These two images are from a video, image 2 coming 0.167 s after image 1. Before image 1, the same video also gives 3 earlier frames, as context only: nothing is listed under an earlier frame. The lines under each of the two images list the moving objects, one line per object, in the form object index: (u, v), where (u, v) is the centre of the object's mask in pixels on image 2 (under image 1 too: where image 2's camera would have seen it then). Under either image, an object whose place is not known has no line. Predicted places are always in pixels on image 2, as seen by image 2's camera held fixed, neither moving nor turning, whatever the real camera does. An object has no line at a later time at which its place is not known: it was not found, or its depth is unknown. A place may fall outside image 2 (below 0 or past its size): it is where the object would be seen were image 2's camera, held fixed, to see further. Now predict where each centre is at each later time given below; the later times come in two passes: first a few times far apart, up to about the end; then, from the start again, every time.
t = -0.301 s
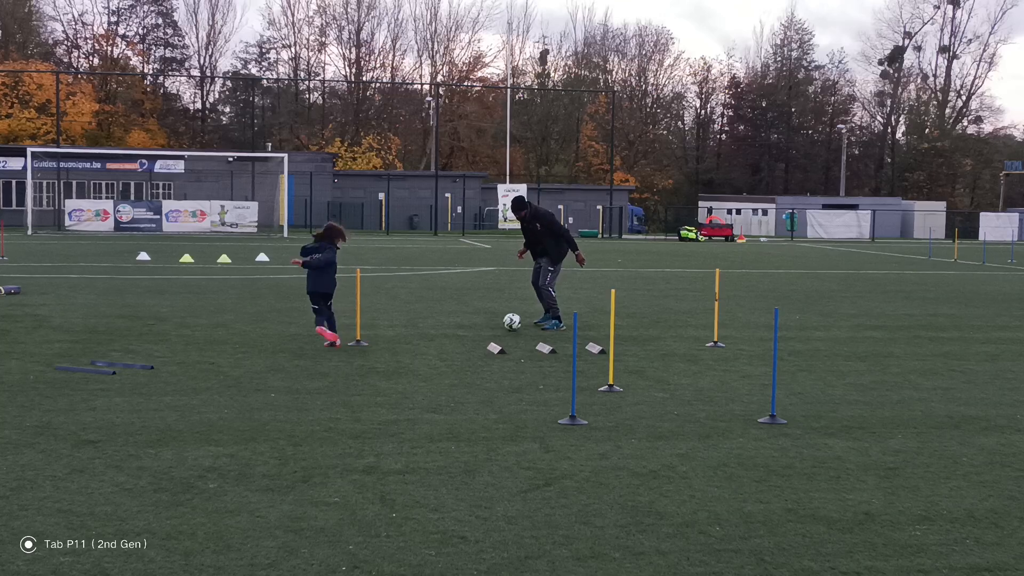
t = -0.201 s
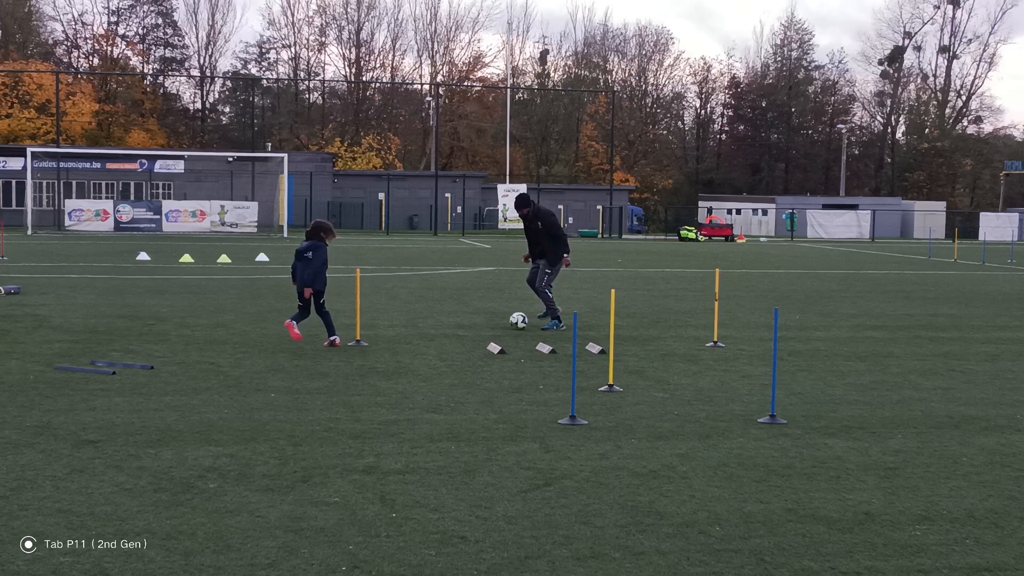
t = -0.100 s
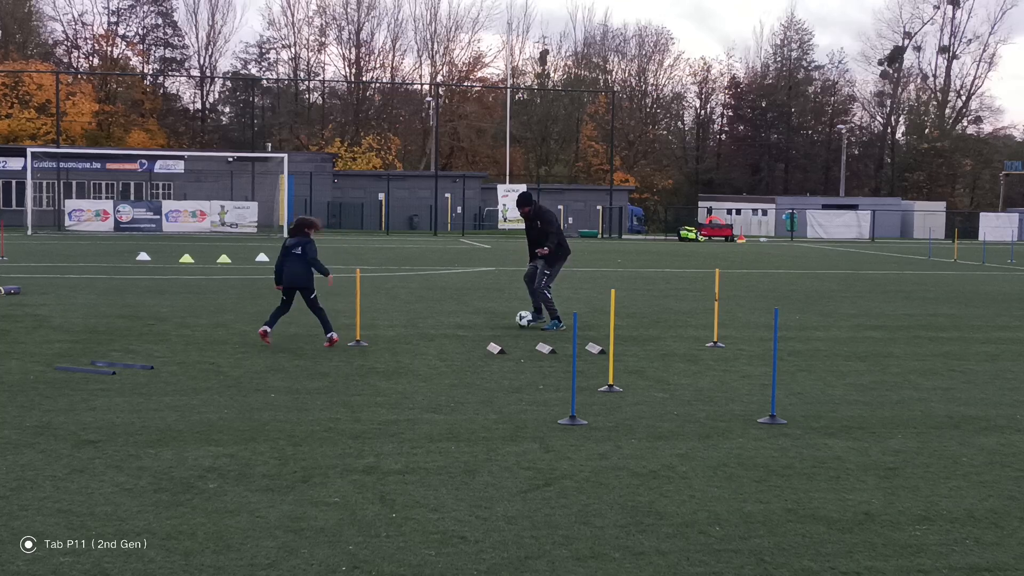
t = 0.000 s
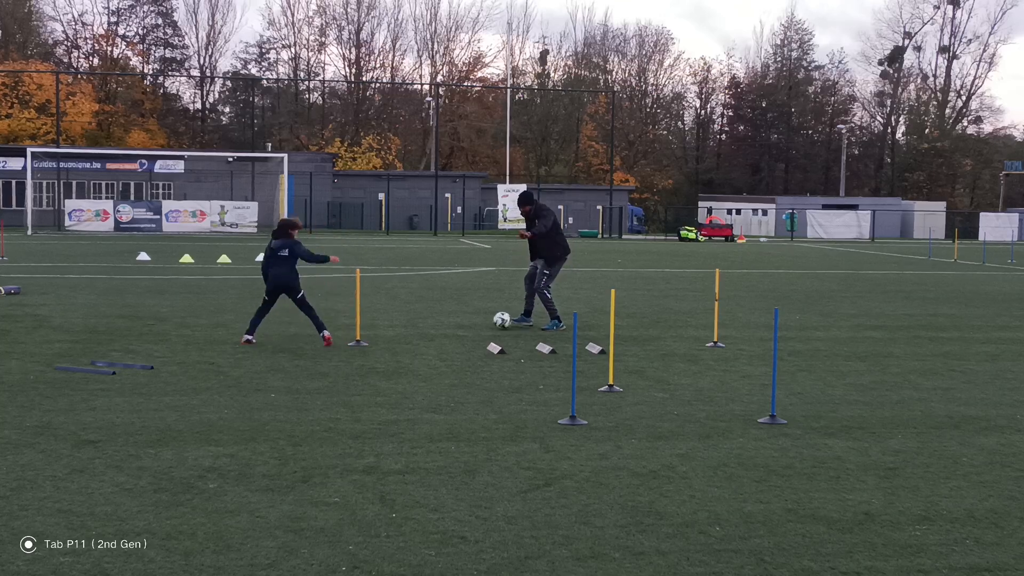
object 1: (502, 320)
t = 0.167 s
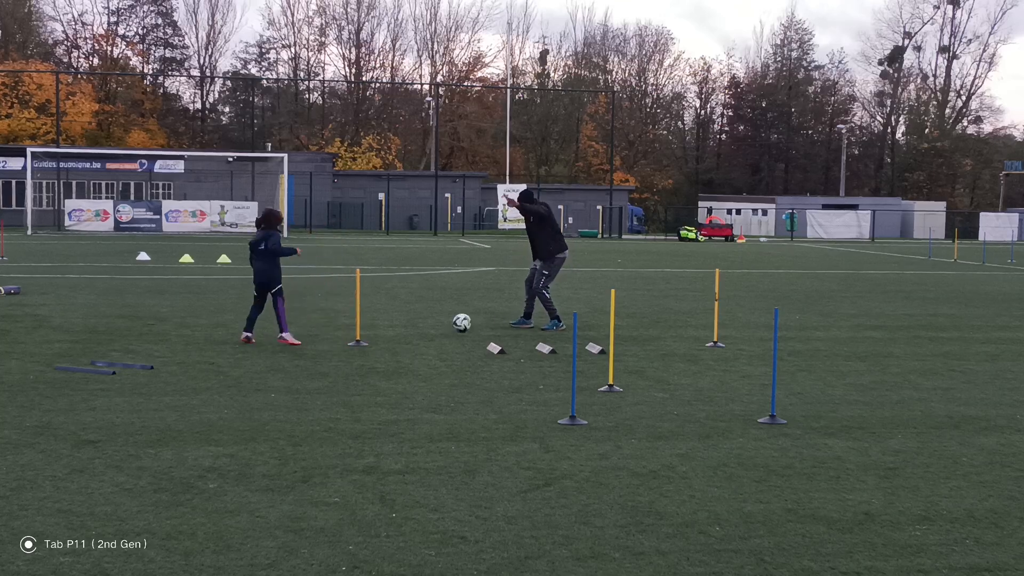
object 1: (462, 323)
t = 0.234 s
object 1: (447, 324)
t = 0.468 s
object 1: (406, 325)
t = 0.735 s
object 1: (359, 327)
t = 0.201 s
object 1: (454, 323)
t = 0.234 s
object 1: (447, 324)
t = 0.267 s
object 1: (441, 324)
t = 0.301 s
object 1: (435, 324)
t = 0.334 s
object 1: (429, 324)
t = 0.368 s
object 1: (423, 325)
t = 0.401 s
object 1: (417, 325)
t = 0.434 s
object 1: (412, 325)
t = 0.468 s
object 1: (406, 325)
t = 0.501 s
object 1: (400, 326)
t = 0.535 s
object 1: (394, 326)
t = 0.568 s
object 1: (388, 326)
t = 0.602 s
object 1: (382, 326)
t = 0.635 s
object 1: (377, 327)
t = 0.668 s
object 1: (371, 327)
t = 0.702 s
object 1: (366, 328)
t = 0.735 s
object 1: (359, 327)
